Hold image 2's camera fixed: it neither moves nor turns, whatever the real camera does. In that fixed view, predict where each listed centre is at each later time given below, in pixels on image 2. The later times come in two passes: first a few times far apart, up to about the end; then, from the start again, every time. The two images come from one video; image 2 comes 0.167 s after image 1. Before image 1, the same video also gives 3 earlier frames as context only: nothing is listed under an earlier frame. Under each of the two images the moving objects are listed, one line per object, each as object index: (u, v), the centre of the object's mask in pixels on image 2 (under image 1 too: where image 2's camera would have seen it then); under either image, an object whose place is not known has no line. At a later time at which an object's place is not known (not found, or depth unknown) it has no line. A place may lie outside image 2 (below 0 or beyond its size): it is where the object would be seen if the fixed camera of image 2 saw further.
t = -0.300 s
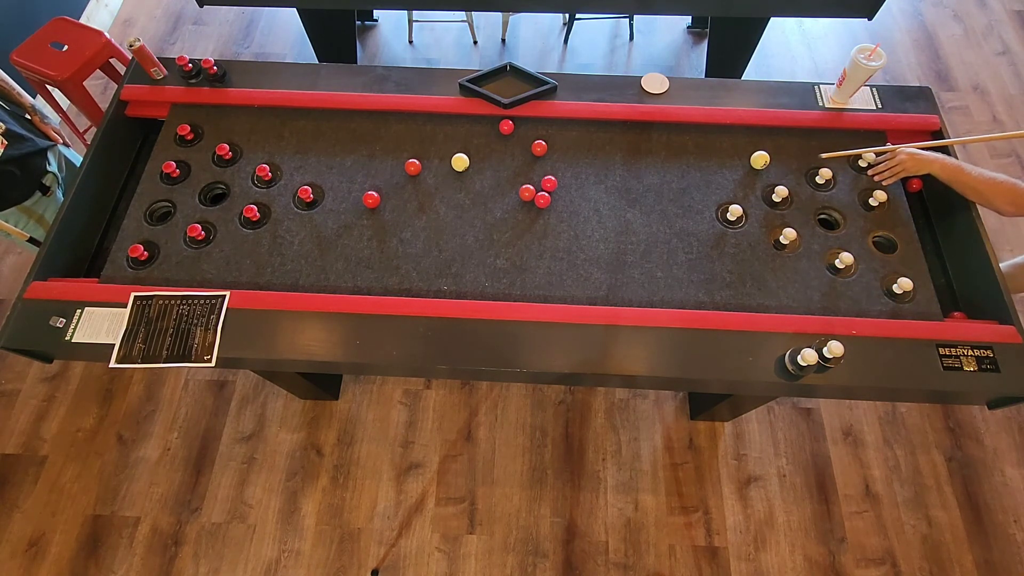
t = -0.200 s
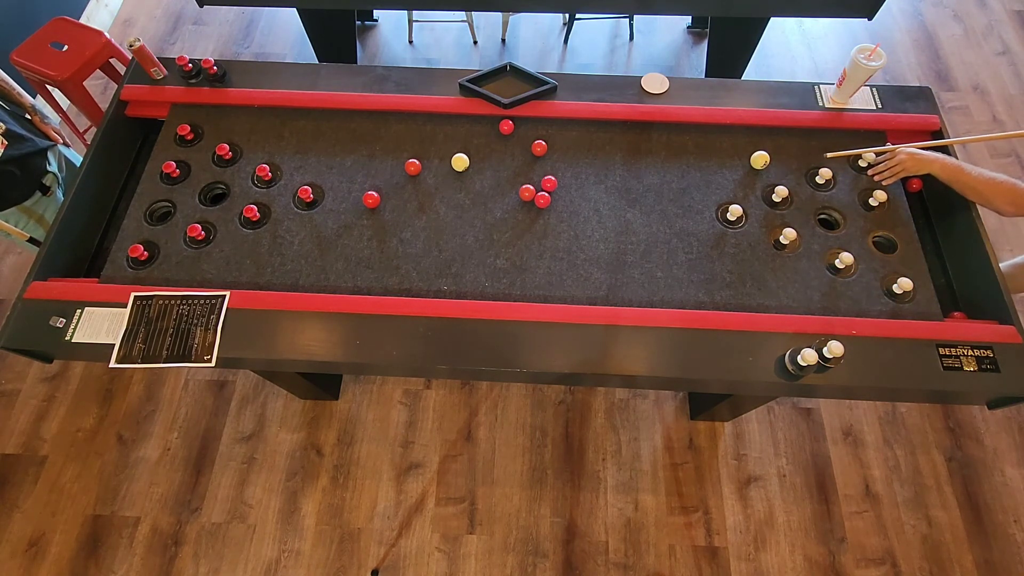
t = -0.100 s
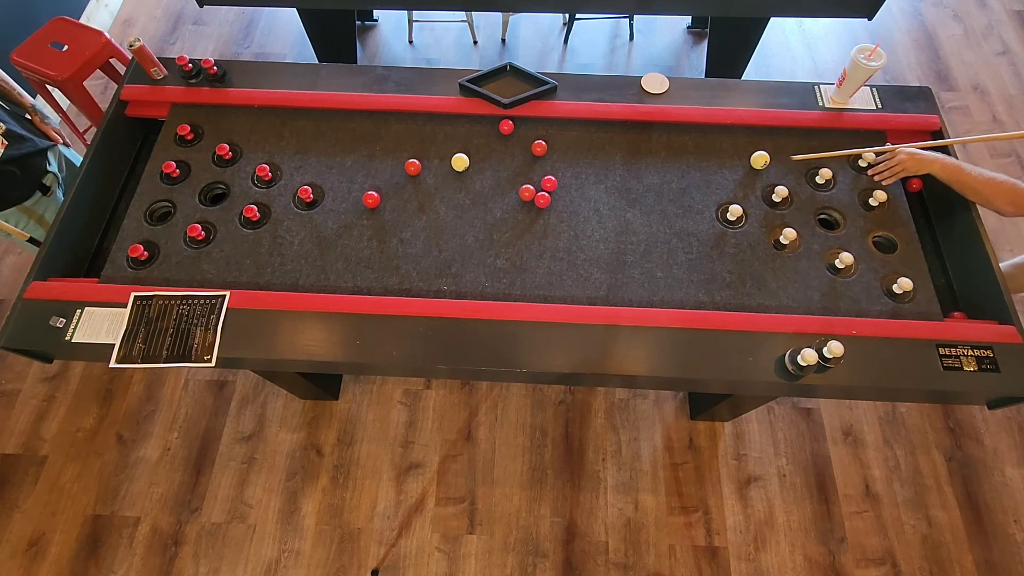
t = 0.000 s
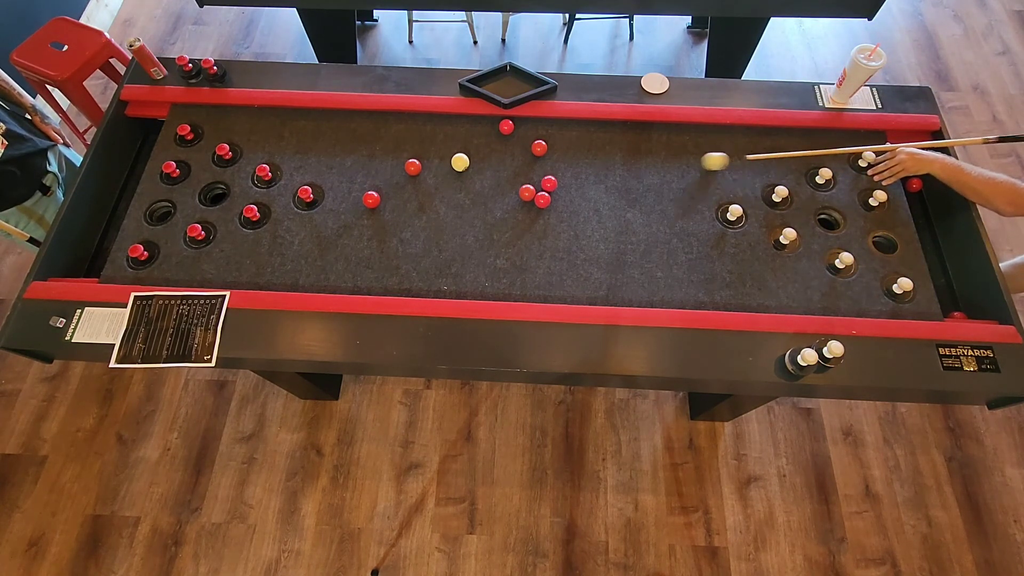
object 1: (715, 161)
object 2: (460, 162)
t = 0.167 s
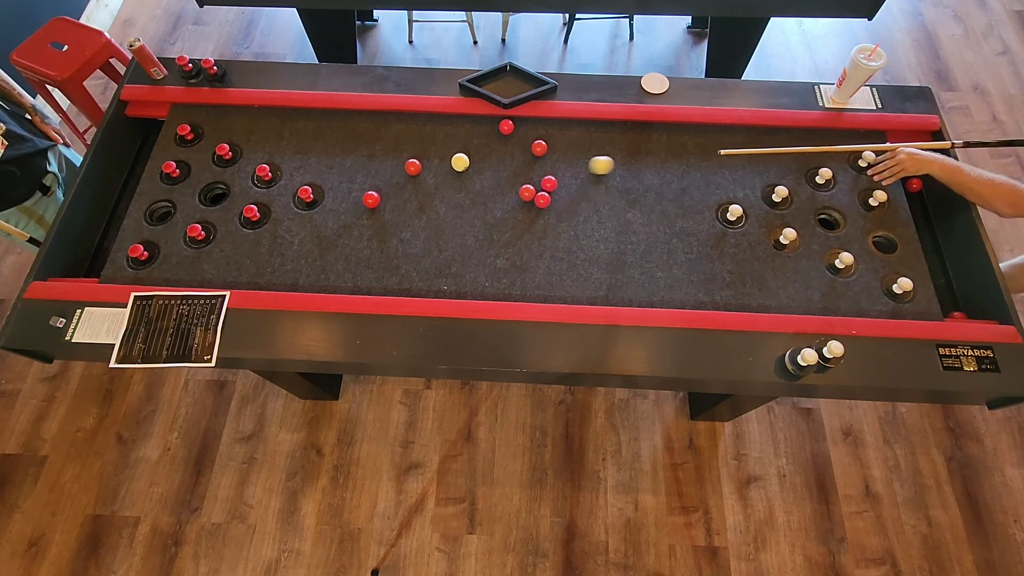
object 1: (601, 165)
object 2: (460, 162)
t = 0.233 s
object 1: (562, 166)
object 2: (460, 162)
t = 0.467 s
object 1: (459, 185)
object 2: (431, 148)
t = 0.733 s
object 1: (389, 230)
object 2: (364, 118)
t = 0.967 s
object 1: (324, 271)
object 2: (314, 124)
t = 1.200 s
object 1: (282, 269)
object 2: (269, 133)
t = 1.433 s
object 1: (254, 249)
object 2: (234, 139)
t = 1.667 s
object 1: (231, 233)
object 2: (229, 135)
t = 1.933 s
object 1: (207, 218)
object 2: (225, 134)
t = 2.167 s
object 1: (189, 215)
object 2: (225, 134)
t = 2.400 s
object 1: (174, 216)
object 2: (225, 134)
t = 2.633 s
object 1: (162, 218)
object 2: (225, 134)
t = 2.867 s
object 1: (152, 213)
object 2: (225, 134)
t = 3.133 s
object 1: (159, 213)
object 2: (225, 134)
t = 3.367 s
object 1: (163, 215)
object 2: (225, 134)
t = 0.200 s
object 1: (581, 165)
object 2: (460, 162)
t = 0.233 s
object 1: (562, 166)
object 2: (460, 162)
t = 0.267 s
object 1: (543, 167)
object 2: (460, 162)
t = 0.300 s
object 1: (524, 168)
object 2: (460, 162)
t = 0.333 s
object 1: (505, 168)
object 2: (460, 162)
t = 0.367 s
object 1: (486, 169)
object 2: (460, 162)
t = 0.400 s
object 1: (473, 172)
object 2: (455, 159)
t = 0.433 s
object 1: (466, 179)
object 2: (442, 154)
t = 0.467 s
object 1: (459, 185)
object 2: (431, 148)
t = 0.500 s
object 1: (452, 191)
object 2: (421, 144)
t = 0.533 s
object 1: (443, 197)
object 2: (412, 140)
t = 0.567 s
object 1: (434, 202)
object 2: (403, 136)
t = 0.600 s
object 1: (425, 208)
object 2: (395, 132)
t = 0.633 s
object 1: (416, 213)
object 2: (387, 128)
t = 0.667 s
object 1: (407, 219)
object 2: (379, 125)
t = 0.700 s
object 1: (398, 225)
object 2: (371, 121)
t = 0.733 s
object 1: (389, 230)
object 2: (364, 118)
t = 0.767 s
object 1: (379, 236)
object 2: (356, 116)
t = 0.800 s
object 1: (370, 242)
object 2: (349, 118)
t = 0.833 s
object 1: (361, 247)
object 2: (342, 119)
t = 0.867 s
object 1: (352, 253)
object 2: (335, 120)
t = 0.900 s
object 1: (343, 259)
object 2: (328, 122)
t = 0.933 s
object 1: (333, 265)
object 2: (321, 123)
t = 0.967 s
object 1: (324, 271)
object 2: (314, 124)
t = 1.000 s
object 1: (315, 277)
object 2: (308, 126)
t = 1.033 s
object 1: (306, 282)
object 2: (301, 127)
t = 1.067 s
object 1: (299, 283)
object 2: (295, 128)
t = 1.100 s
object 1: (295, 279)
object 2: (288, 129)
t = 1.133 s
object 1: (291, 275)
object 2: (281, 131)
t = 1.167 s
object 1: (286, 272)
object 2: (275, 132)
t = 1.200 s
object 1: (282, 269)
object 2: (269, 133)
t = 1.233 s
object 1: (277, 266)
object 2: (263, 134)
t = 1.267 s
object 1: (273, 263)
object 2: (257, 135)
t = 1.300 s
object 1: (269, 260)
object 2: (251, 137)
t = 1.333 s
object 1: (265, 257)
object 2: (245, 138)
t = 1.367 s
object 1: (262, 254)
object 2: (239, 139)
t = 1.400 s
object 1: (258, 251)
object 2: (234, 140)
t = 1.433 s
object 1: (254, 249)
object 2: (234, 139)
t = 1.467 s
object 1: (251, 246)
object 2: (233, 138)
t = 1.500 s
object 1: (247, 244)
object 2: (232, 137)
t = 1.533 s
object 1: (244, 242)
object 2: (232, 136)
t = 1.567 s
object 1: (240, 239)
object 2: (231, 136)
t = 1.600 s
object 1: (237, 237)
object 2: (230, 135)
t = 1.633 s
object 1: (234, 234)
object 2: (229, 135)
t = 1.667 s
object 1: (231, 233)
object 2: (229, 135)
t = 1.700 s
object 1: (228, 230)
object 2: (228, 134)
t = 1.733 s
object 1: (224, 228)
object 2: (227, 134)
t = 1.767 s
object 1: (221, 226)
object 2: (227, 134)
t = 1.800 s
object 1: (218, 225)
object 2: (226, 134)
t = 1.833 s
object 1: (216, 223)
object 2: (226, 134)
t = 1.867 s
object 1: (213, 221)
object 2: (226, 134)
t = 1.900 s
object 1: (210, 220)
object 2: (225, 134)
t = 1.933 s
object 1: (207, 218)
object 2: (225, 134)
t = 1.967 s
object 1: (204, 217)
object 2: (225, 134)
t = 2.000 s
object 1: (202, 216)
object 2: (225, 134)
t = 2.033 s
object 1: (199, 215)
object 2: (225, 134)
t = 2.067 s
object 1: (197, 215)
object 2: (225, 134)
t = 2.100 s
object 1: (194, 215)
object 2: (225, 134)
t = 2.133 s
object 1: (192, 215)
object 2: (225, 134)
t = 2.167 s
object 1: (189, 215)
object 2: (225, 134)
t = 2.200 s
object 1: (187, 215)
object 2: (225, 134)
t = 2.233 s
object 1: (185, 216)
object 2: (225, 134)
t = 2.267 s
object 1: (183, 216)
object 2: (225, 134)
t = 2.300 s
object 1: (180, 216)
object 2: (225, 134)
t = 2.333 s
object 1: (178, 216)
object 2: (225, 134)
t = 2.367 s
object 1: (176, 216)
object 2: (225, 134)
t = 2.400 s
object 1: (174, 216)
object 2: (225, 134)
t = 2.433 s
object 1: (172, 217)
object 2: (225, 134)
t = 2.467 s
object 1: (170, 217)
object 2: (225, 134)
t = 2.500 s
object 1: (168, 217)
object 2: (225, 134)
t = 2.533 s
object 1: (167, 217)
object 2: (225, 134)
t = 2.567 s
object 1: (165, 217)
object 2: (225, 134)
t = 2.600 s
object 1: (164, 218)
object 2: (225, 134)
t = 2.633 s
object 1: (162, 218)
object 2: (225, 134)
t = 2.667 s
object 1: (160, 218)
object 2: (225, 134)
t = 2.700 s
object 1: (159, 217)
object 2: (225, 134)
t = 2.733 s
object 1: (157, 217)
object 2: (225, 134)
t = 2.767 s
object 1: (155, 216)
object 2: (225, 134)
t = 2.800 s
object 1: (153, 216)
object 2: (225, 134)
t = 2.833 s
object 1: (152, 215)
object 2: (225, 134)
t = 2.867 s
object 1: (152, 213)
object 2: (225, 134)
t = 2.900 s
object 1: (154, 212)
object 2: (225, 134)
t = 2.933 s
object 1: (159, 211)
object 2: (225, 134)
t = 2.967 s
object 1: (162, 213)
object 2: (225, 134)
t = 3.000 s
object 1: (158, 214)
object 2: (225, 134)
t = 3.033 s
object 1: (158, 213)
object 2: (225, 134)
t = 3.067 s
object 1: (161, 212)
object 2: (225, 134)
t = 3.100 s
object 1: (160, 214)
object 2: (225, 134)
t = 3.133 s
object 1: (159, 213)
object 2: (225, 134)
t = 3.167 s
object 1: (162, 212)
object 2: (225, 134)
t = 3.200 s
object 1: (160, 215)
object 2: (225, 134)
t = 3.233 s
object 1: (160, 213)
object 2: (225, 134)
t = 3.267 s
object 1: (162, 214)
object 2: (225, 134)
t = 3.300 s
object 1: (160, 215)
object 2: (225, 134)
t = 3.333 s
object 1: (162, 213)
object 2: (225, 134)
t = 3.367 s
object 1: (163, 215)
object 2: (225, 134)
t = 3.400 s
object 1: (163, 216)
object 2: (225, 134)
